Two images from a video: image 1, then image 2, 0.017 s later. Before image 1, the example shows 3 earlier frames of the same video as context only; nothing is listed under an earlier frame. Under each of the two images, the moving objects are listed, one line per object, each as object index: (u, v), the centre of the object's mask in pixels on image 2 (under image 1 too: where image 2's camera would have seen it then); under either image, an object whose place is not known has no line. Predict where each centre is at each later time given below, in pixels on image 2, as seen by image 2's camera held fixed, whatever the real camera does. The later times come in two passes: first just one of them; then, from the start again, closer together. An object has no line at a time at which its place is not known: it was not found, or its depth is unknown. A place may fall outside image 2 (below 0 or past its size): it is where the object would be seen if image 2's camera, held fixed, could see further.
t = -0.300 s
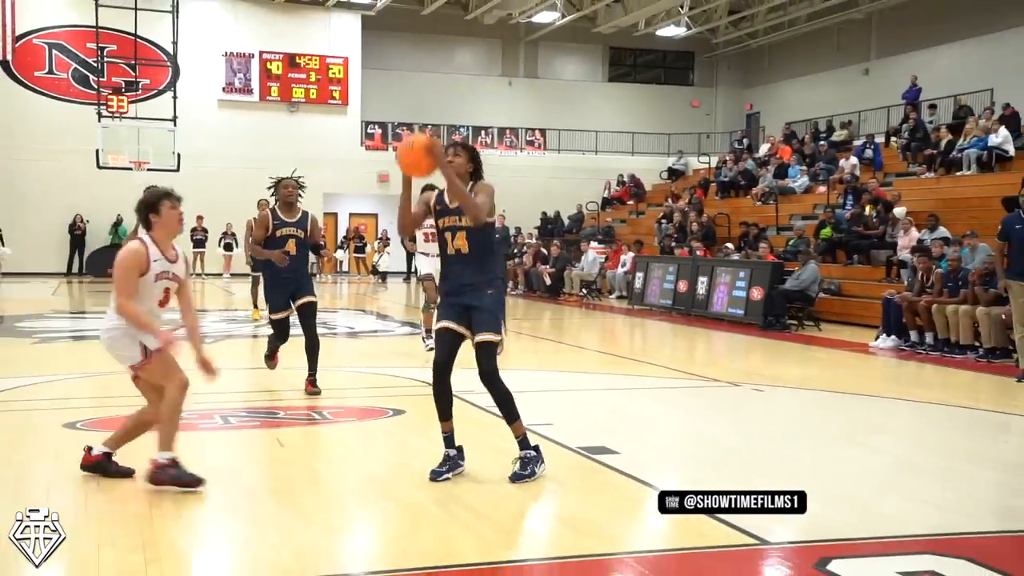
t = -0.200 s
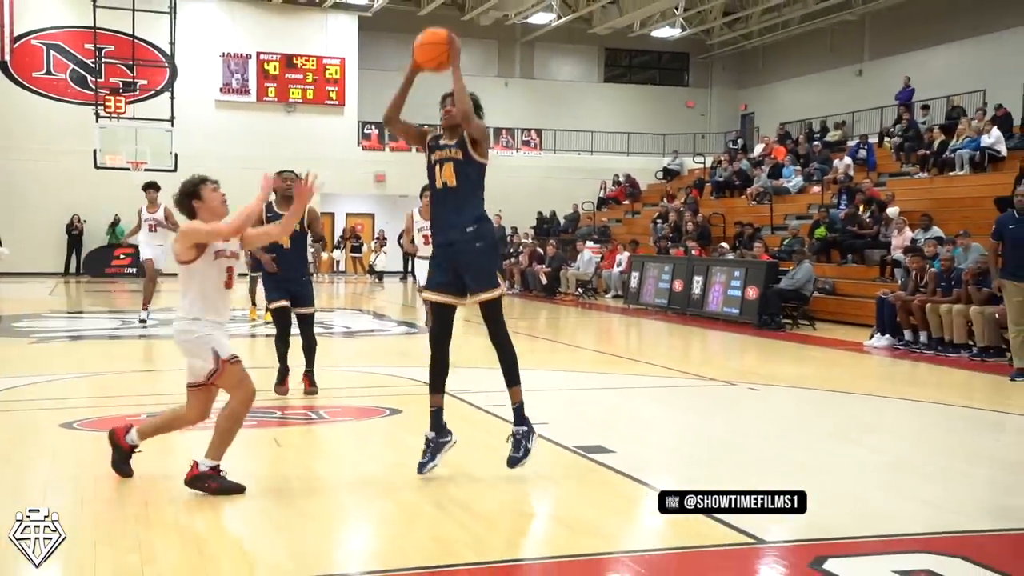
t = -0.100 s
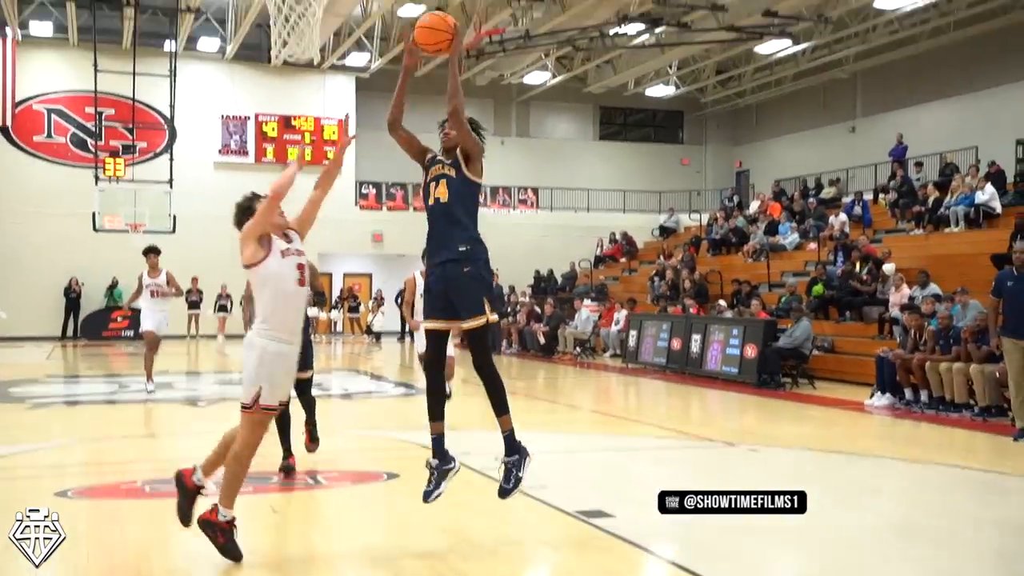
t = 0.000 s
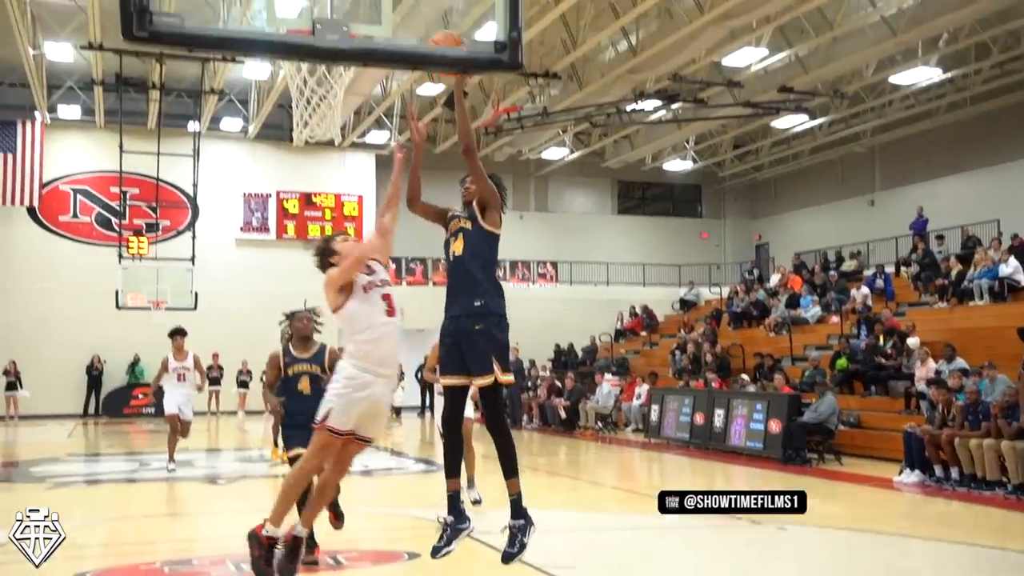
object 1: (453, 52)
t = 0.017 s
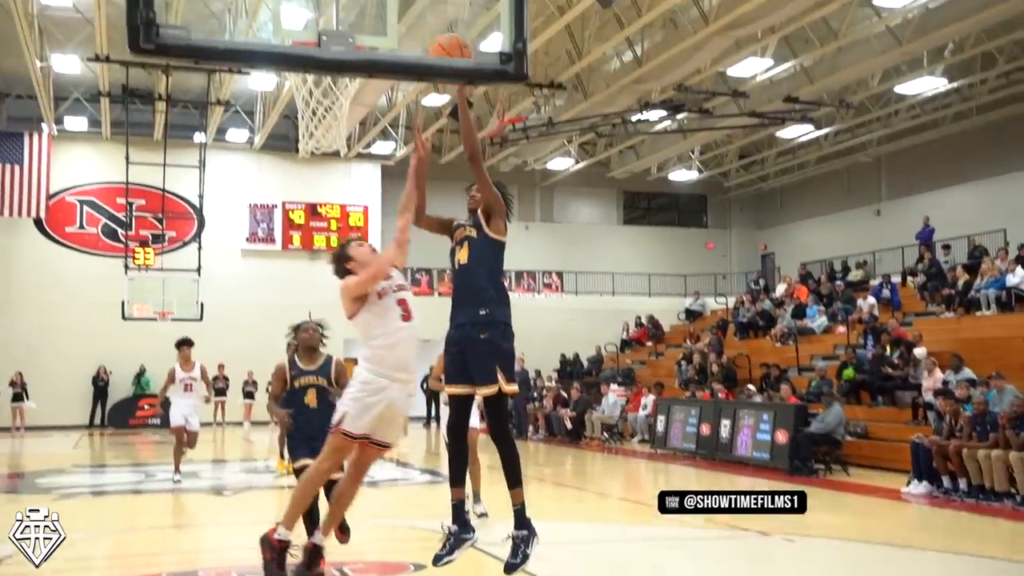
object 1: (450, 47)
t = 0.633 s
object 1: (322, 125)
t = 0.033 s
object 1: (447, 41)
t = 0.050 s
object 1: (442, 35)
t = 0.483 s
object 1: (342, 86)
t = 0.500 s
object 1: (338, 88)
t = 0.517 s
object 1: (336, 92)
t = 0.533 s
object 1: (331, 97)
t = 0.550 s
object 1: (328, 102)
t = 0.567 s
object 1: (327, 107)
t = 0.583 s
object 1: (325, 113)
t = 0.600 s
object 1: (324, 117)
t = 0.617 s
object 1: (322, 120)
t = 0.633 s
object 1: (322, 125)
